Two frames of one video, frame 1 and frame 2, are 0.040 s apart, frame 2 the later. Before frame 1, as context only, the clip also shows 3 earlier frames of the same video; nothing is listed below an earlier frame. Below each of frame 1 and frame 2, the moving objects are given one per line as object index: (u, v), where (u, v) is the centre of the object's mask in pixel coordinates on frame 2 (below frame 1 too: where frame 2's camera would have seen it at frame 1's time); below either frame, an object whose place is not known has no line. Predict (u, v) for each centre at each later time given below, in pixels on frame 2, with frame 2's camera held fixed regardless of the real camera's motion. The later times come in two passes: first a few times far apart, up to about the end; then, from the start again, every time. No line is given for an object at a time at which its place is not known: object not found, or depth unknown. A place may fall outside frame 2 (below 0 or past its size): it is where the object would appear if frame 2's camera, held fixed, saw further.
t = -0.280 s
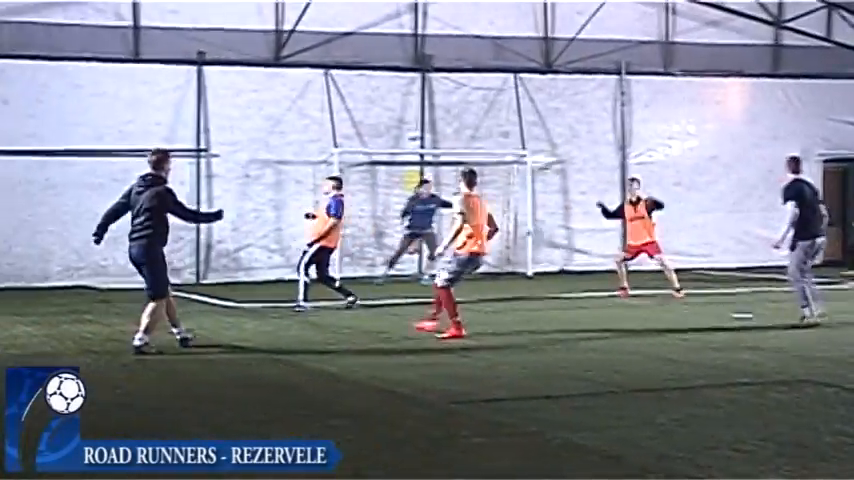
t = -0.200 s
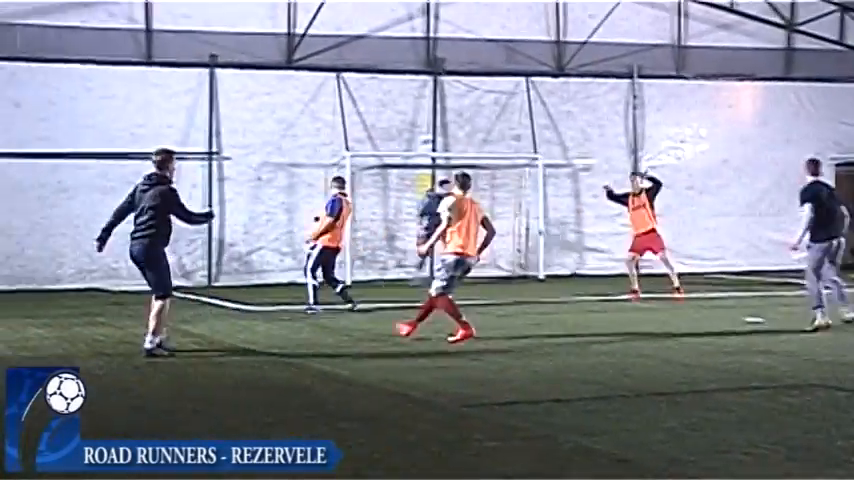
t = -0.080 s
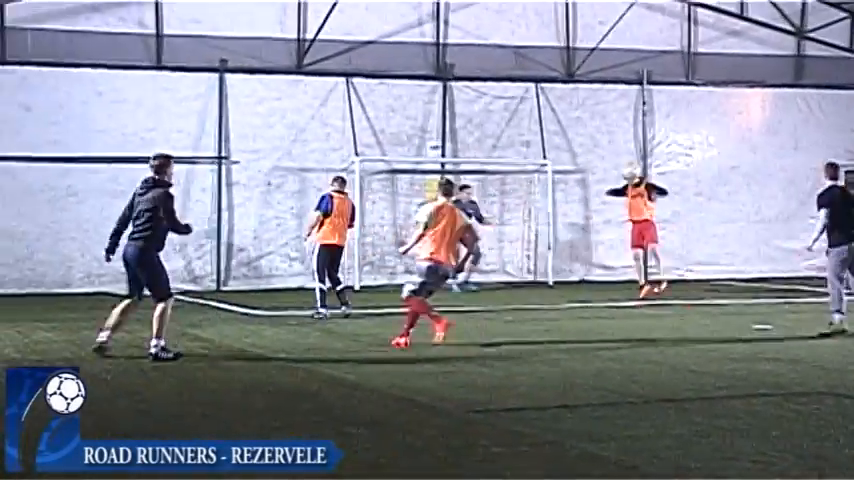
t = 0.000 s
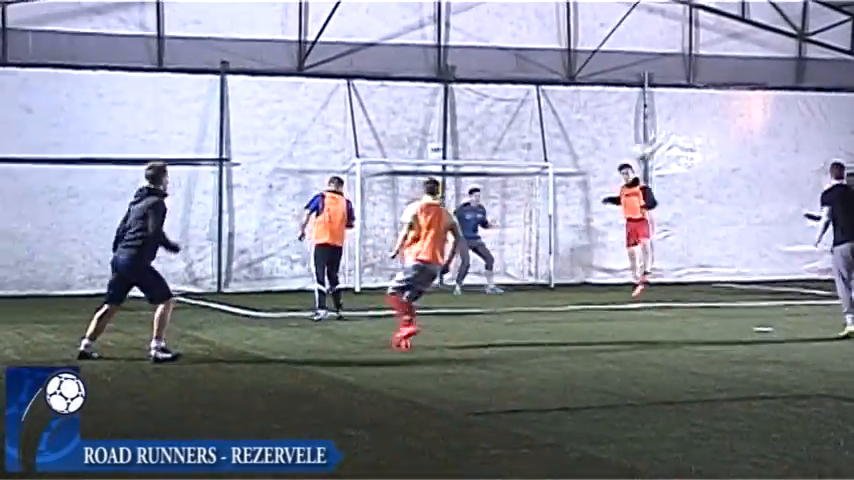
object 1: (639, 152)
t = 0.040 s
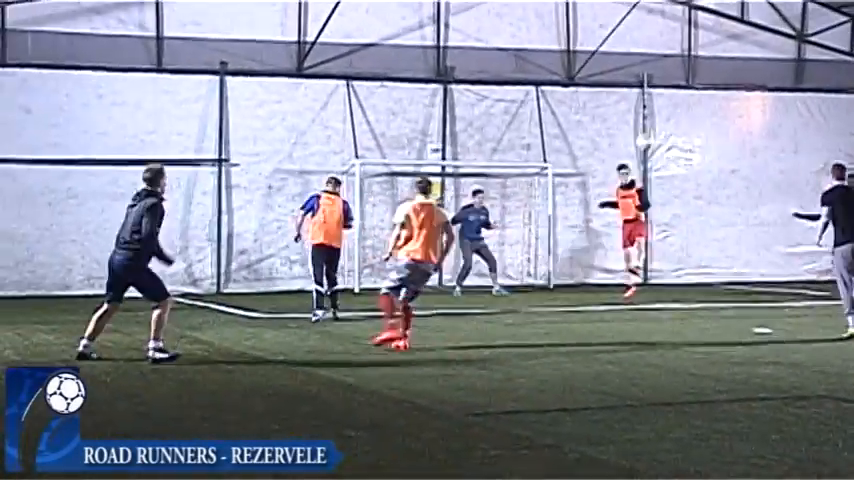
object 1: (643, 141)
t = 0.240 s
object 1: (672, 106)
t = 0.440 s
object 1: (705, 102)
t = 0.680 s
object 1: (761, 148)
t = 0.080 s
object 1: (647, 133)
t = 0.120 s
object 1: (653, 125)
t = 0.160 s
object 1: (659, 117)
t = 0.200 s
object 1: (665, 111)
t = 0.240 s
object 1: (672, 106)
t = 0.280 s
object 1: (677, 103)
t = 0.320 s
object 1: (684, 101)
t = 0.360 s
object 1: (692, 100)
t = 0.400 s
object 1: (698, 101)
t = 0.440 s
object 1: (705, 102)
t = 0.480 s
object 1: (715, 106)
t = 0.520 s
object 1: (722, 111)
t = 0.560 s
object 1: (731, 117)
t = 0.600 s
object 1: (741, 125)
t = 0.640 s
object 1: (750, 136)
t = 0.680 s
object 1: (761, 148)
